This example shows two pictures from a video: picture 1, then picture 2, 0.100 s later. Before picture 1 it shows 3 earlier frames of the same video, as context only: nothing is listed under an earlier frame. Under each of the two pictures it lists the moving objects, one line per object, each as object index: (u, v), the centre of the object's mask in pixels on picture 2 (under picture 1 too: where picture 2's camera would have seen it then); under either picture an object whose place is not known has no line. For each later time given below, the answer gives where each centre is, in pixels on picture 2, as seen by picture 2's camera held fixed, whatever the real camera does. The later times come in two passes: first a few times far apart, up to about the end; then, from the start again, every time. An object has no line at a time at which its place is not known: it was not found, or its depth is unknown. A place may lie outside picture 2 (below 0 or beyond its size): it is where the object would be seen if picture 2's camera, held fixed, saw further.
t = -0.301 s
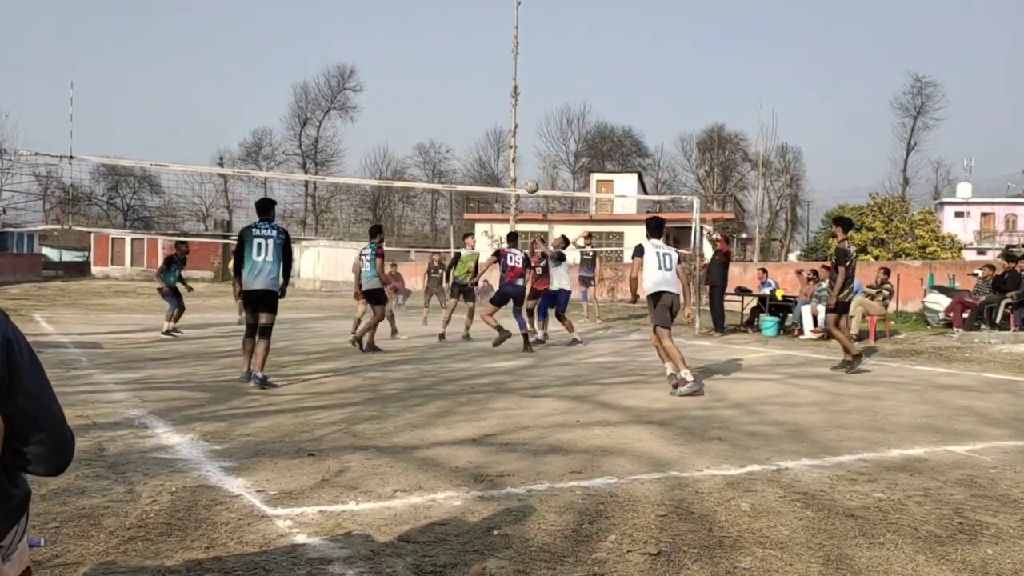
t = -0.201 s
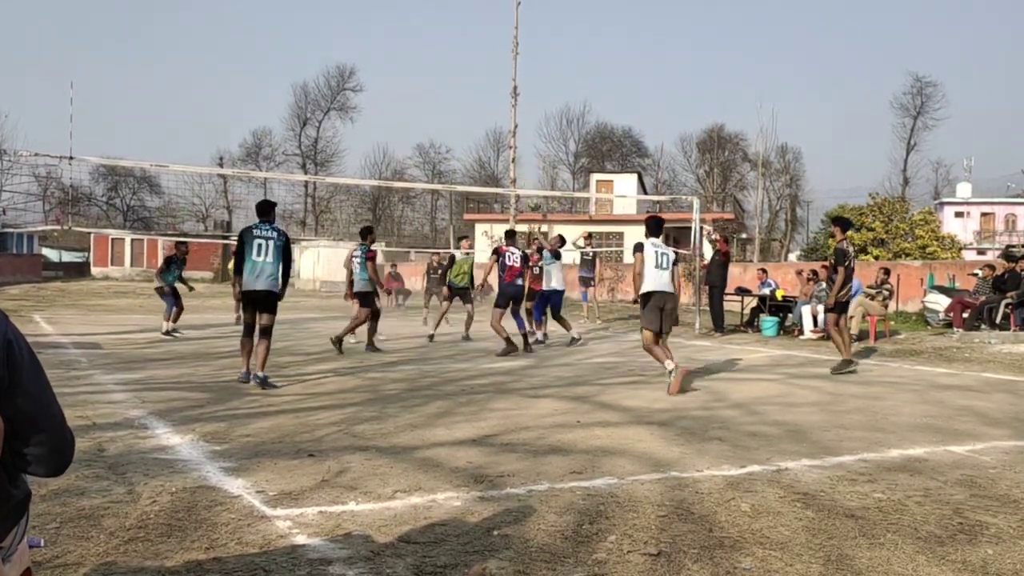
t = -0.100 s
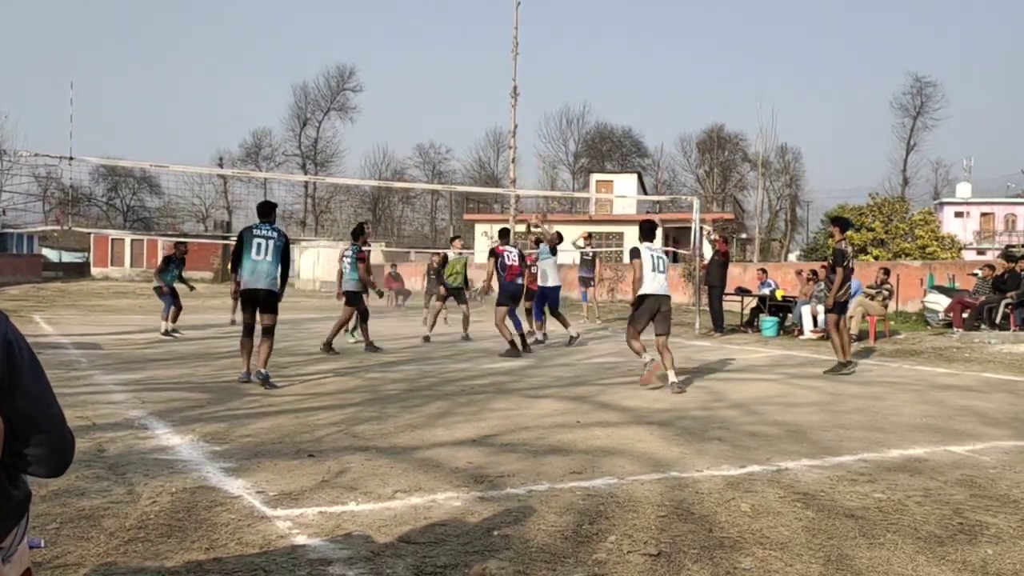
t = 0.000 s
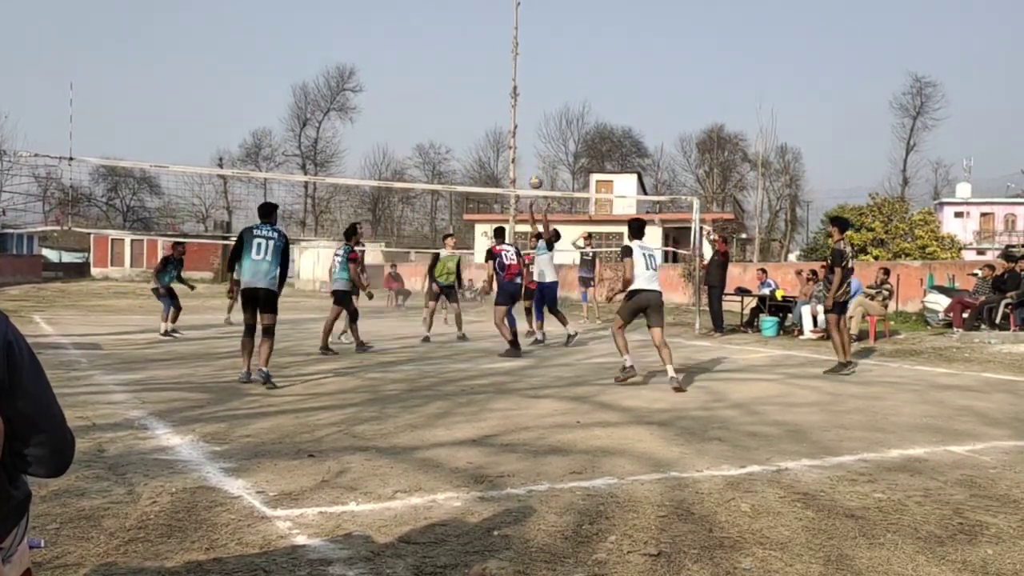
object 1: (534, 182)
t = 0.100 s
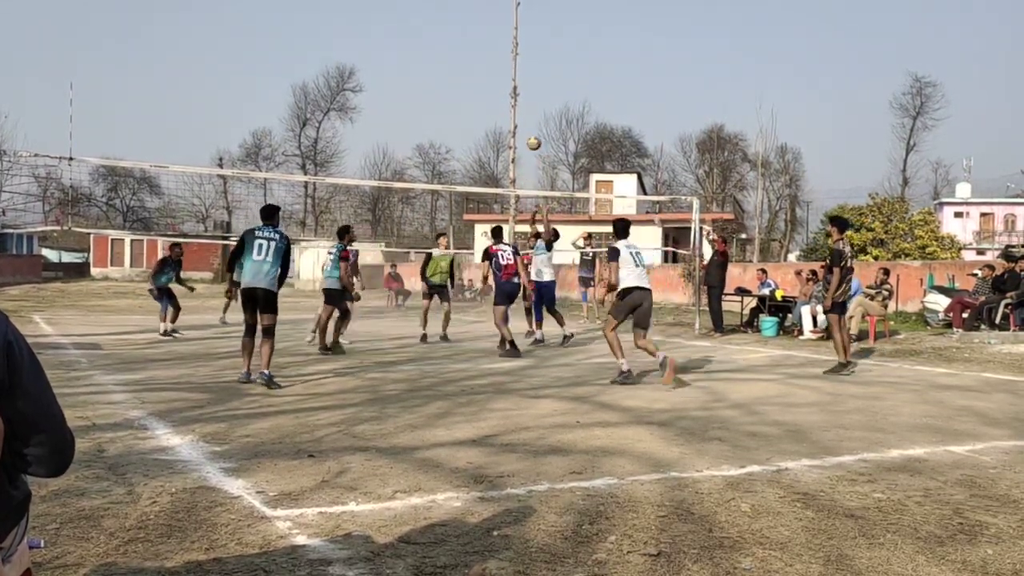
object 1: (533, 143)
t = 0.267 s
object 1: (531, 91)
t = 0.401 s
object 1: (523, 65)
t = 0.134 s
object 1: (532, 131)
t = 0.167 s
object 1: (532, 120)
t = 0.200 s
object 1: (531, 110)
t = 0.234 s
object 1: (531, 100)
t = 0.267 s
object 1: (531, 91)
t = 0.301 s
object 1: (529, 83)
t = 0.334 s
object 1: (523, 74)
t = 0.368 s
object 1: (523, 69)
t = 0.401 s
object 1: (523, 65)
